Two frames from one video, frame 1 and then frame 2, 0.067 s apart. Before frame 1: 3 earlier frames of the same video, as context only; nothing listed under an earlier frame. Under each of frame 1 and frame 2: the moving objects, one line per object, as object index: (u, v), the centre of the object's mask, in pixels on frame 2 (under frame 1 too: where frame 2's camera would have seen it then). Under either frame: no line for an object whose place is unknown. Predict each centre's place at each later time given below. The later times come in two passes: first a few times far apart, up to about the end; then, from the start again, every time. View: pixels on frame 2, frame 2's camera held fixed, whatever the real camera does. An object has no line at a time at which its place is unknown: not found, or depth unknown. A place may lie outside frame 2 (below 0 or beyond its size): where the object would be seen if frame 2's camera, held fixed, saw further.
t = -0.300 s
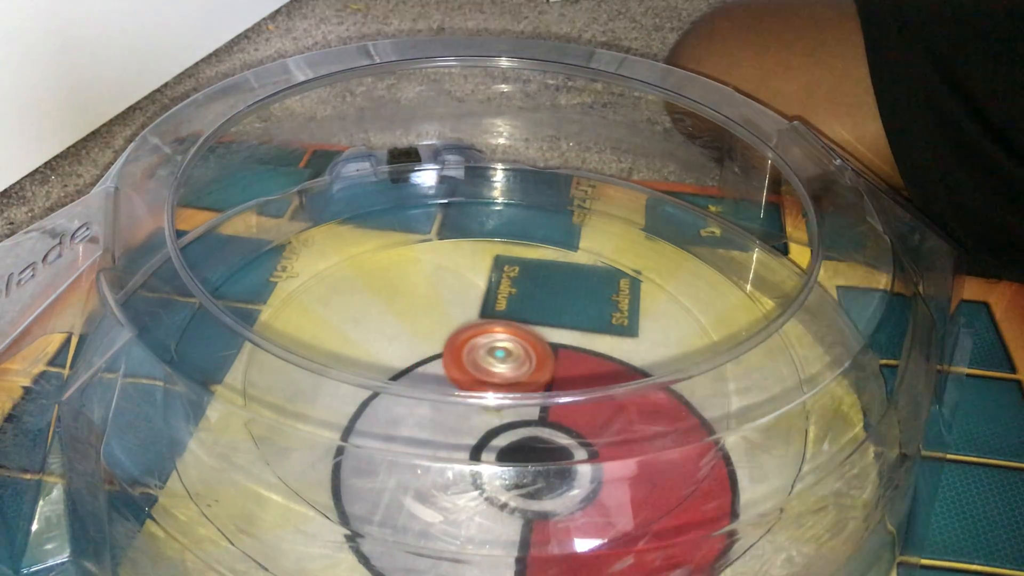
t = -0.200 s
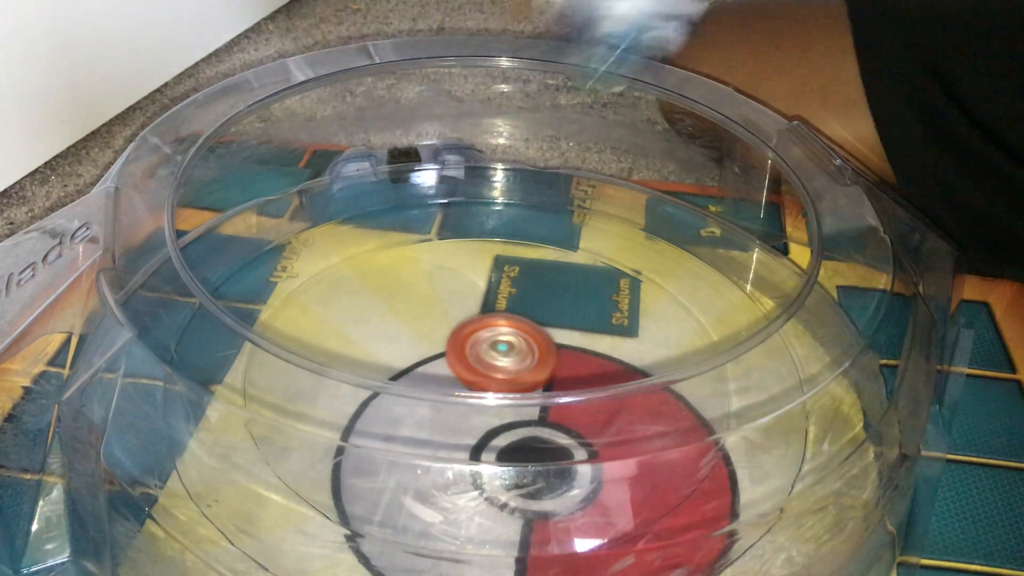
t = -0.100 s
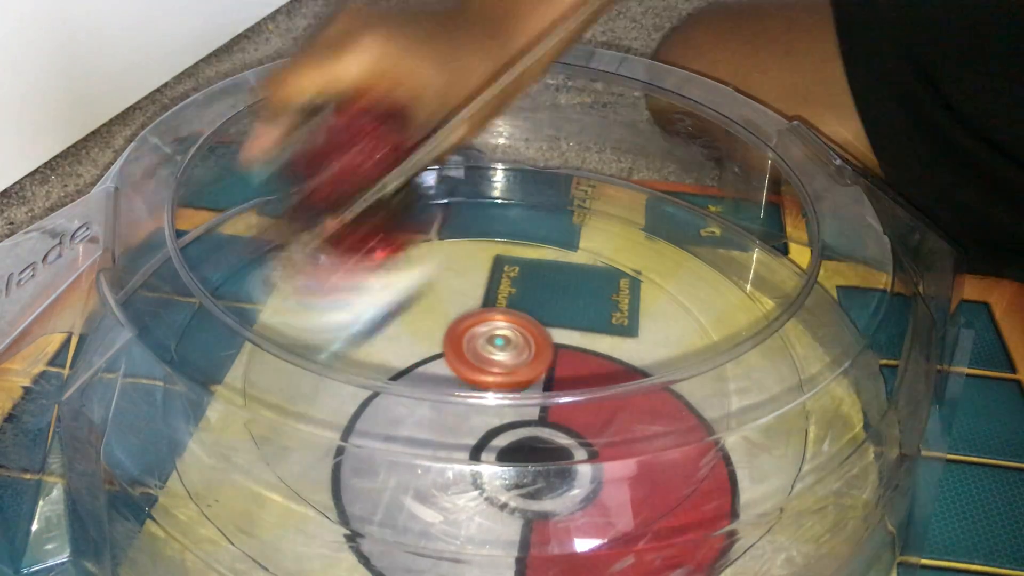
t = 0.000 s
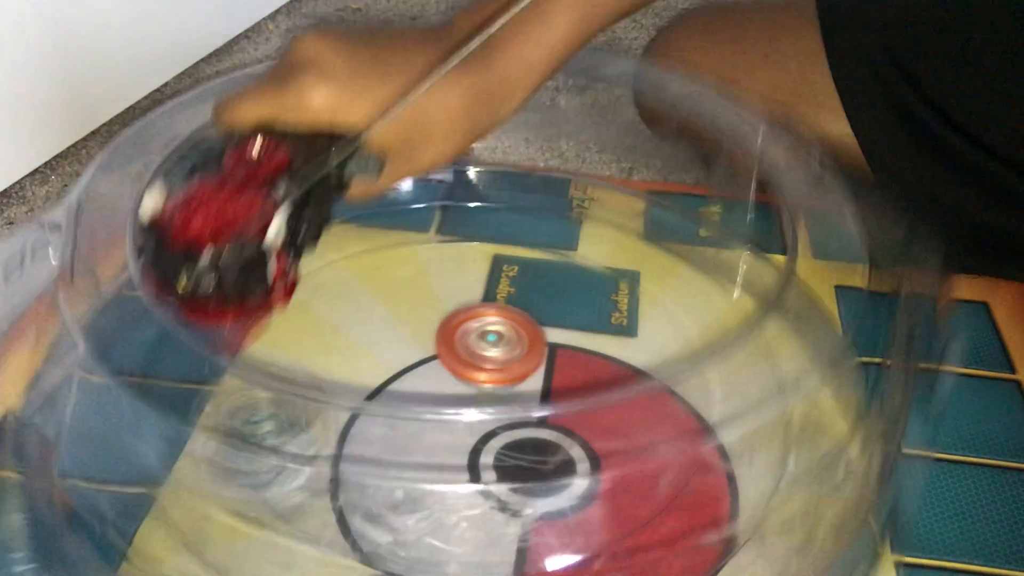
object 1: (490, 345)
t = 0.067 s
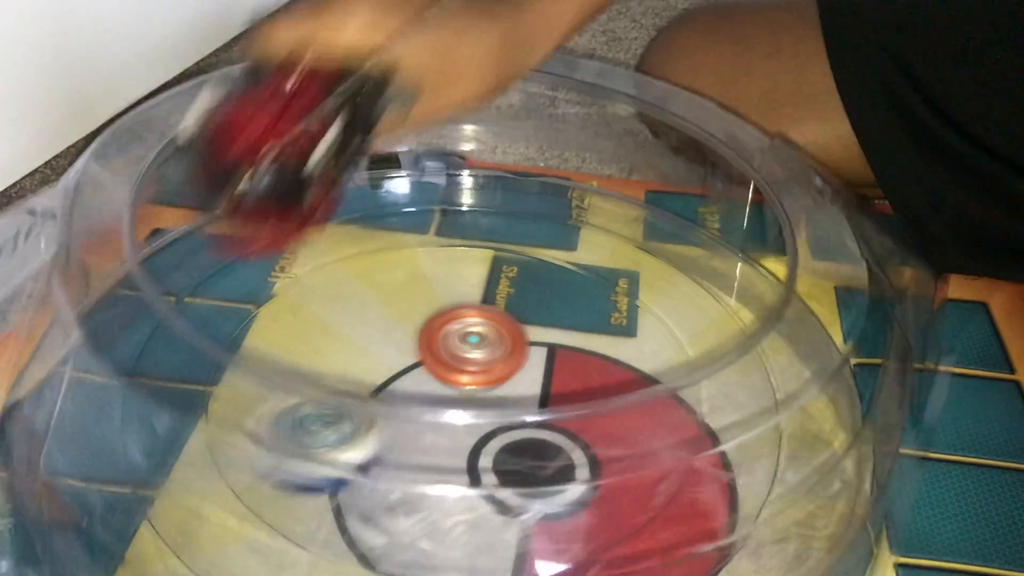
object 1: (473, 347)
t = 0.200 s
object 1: (435, 356)
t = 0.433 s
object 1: (462, 375)
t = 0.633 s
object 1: (478, 363)
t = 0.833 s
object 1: (461, 357)
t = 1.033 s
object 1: (452, 377)
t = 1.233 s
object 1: (480, 381)
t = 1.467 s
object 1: (484, 371)
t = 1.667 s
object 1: (453, 371)
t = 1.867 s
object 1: (450, 383)
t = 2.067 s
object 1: (476, 382)
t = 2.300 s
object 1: (462, 363)
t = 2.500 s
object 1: (434, 365)
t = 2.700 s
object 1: (439, 381)
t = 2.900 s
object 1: (476, 378)
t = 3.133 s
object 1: (468, 354)
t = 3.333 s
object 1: (434, 363)
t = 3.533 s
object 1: (458, 383)
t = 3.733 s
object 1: (497, 371)
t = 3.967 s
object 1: (452, 353)
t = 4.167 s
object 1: (444, 384)
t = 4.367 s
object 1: (499, 384)
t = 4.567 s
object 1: (490, 355)
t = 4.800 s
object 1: (419, 367)
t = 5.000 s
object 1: (446, 402)
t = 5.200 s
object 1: (500, 380)
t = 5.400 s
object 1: (466, 347)
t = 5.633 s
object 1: (412, 371)
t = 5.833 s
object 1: (456, 388)
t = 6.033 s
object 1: (505, 373)
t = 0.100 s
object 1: (462, 347)
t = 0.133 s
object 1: (451, 349)
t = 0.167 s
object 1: (442, 352)
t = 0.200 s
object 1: (435, 356)
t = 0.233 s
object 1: (431, 360)
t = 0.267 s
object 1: (430, 362)
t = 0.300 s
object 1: (433, 365)
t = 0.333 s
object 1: (438, 369)
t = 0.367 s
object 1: (445, 372)
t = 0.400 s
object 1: (453, 375)
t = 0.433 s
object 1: (462, 375)
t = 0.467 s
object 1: (469, 375)
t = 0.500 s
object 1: (473, 375)
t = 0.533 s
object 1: (474, 374)
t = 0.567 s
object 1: (476, 372)
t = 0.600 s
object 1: (478, 367)
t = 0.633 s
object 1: (478, 363)
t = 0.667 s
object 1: (477, 360)
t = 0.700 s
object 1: (475, 358)
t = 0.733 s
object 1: (473, 357)
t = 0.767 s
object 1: (469, 356)
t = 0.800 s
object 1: (465, 356)
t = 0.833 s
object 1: (461, 357)
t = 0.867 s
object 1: (457, 360)
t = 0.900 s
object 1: (454, 363)
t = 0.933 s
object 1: (452, 367)
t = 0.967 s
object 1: (450, 371)
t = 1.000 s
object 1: (451, 374)
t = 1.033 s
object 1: (452, 377)
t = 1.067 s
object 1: (456, 379)
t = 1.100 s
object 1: (460, 380)
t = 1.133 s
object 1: (465, 381)
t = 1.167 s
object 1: (471, 381)
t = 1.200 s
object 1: (476, 381)
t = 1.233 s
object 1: (480, 381)
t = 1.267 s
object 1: (483, 380)
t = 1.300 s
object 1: (485, 379)
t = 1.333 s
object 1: (487, 378)
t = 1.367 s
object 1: (488, 377)
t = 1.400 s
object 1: (488, 375)
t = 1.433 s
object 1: (487, 373)
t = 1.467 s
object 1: (484, 371)
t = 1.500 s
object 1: (480, 369)
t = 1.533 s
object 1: (475, 368)
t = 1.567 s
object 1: (469, 367)
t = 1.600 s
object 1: (464, 368)
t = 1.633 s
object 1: (458, 369)
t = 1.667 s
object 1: (453, 371)
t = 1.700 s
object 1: (448, 373)
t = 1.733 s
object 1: (445, 375)
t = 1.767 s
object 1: (444, 378)
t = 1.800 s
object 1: (445, 380)
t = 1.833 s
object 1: (447, 381)
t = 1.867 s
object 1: (450, 383)
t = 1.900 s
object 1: (454, 384)
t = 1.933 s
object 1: (459, 385)
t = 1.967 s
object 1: (464, 386)
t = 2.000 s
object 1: (468, 385)
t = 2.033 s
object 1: (473, 384)
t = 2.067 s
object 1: (476, 382)
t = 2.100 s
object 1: (477, 381)
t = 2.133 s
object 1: (478, 378)
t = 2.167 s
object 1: (477, 376)
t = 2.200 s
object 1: (475, 373)
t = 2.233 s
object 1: (471, 370)
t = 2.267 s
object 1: (467, 366)
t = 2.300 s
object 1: (462, 363)
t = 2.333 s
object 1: (457, 360)
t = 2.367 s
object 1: (452, 359)
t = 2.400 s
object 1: (446, 360)
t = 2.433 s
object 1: (441, 361)
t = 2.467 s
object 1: (437, 362)
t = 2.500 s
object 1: (434, 365)
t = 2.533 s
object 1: (432, 367)
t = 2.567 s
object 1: (430, 371)
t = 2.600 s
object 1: (430, 374)
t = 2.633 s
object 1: (432, 377)
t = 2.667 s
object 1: (435, 379)
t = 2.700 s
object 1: (439, 381)
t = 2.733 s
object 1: (445, 382)
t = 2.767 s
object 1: (451, 382)
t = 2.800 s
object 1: (458, 382)
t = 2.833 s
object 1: (465, 381)
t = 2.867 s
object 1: (471, 380)
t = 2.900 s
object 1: (476, 378)
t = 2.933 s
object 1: (480, 375)
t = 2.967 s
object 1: (482, 371)
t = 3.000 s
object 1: (482, 366)
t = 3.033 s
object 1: (481, 362)
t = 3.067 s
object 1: (478, 358)
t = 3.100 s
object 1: (474, 355)
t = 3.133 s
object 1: (468, 354)
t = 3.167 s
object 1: (462, 352)
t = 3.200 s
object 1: (456, 352)
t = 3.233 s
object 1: (449, 353)
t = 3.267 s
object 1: (443, 355)
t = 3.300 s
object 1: (437, 359)
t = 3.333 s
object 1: (434, 363)
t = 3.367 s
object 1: (432, 368)
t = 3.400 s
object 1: (433, 373)
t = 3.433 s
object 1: (436, 377)
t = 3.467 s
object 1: (442, 380)
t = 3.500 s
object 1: (449, 382)
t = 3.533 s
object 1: (458, 383)
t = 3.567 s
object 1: (467, 383)
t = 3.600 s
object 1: (476, 382)
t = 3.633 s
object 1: (484, 381)
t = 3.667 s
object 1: (491, 379)
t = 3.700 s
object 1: (495, 375)
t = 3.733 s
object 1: (497, 371)
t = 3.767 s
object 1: (496, 365)
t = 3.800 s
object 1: (493, 359)
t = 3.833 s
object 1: (488, 355)
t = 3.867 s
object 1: (481, 351)
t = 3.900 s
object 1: (471, 350)
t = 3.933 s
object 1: (462, 350)
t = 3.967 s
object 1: (452, 353)
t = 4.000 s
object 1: (444, 357)
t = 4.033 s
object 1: (438, 363)
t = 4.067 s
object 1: (435, 370)
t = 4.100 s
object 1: (435, 376)
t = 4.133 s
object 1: (439, 380)
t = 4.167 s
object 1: (444, 384)
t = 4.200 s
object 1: (452, 386)
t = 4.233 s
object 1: (461, 388)
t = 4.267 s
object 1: (471, 388)
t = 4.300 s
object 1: (481, 388)
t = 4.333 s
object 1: (490, 386)
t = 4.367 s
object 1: (499, 384)
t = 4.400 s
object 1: (504, 381)
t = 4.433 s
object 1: (507, 377)
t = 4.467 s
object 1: (507, 372)
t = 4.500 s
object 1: (504, 365)
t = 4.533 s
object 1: (499, 360)
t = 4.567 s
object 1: (490, 355)
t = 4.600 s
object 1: (480, 352)
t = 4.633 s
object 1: (468, 349)
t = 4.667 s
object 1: (456, 351)
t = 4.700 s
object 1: (444, 352)
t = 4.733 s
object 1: (433, 355)
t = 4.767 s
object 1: (425, 361)
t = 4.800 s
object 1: (419, 367)
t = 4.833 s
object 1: (416, 374)
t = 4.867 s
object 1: (416, 379)
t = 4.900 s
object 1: (420, 383)
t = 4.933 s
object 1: (427, 387)
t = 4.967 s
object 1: (435, 398)
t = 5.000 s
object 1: (446, 402)
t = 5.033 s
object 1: (457, 404)
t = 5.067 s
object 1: (470, 403)
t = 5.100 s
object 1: (481, 399)
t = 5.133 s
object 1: (490, 387)
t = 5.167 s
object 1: (496, 384)
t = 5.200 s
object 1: (500, 380)
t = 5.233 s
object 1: (502, 374)
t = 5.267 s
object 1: (500, 368)
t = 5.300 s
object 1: (494, 359)
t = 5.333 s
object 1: (487, 355)
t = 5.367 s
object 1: (477, 350)
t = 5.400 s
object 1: (466, 347)
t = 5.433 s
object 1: (455, 346)
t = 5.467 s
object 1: (444, 347)
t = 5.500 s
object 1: (434, 348)
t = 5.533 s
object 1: (424, 353)
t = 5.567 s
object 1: (418, 358)
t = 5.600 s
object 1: (413, 365)
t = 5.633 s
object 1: (412, 371)
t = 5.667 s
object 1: (414, 376)
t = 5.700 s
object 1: (419, 380)
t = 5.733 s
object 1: (426, 383)
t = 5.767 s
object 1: (435, 386)
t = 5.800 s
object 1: (446, 387)
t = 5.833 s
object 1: (456, 388)
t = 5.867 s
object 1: (467, 388)
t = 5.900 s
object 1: (478, 386)
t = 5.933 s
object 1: (488, 385)
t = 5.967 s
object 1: (496, 381)
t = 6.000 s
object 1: (501, 378)
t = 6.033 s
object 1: (505, 373)
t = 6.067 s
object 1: (505, 367)
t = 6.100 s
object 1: (503, 360)
